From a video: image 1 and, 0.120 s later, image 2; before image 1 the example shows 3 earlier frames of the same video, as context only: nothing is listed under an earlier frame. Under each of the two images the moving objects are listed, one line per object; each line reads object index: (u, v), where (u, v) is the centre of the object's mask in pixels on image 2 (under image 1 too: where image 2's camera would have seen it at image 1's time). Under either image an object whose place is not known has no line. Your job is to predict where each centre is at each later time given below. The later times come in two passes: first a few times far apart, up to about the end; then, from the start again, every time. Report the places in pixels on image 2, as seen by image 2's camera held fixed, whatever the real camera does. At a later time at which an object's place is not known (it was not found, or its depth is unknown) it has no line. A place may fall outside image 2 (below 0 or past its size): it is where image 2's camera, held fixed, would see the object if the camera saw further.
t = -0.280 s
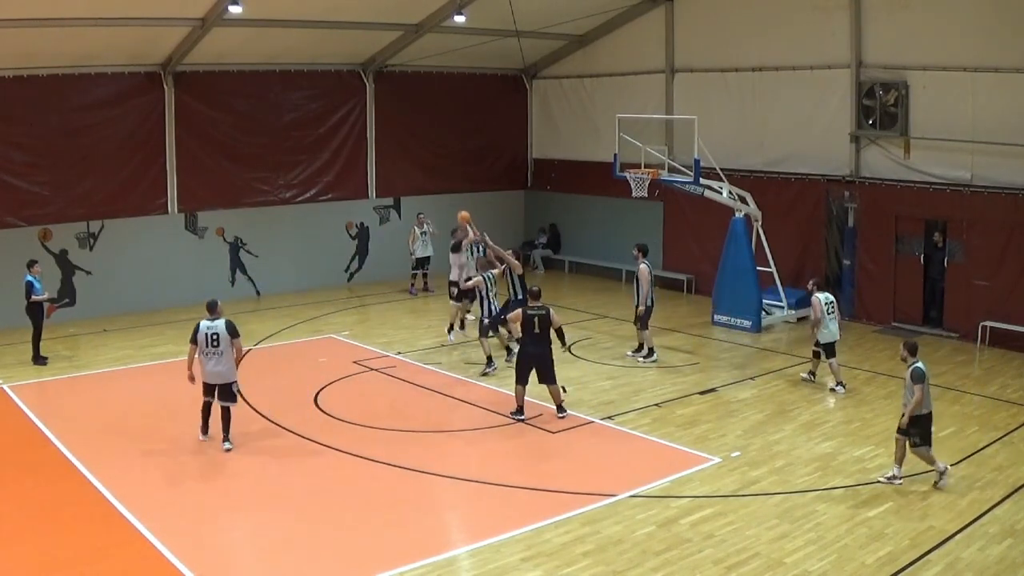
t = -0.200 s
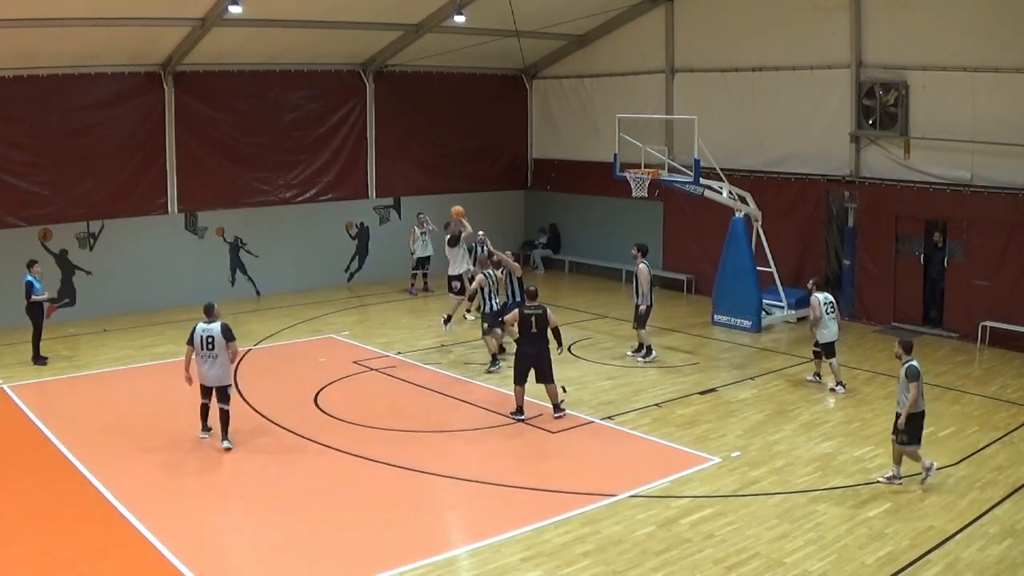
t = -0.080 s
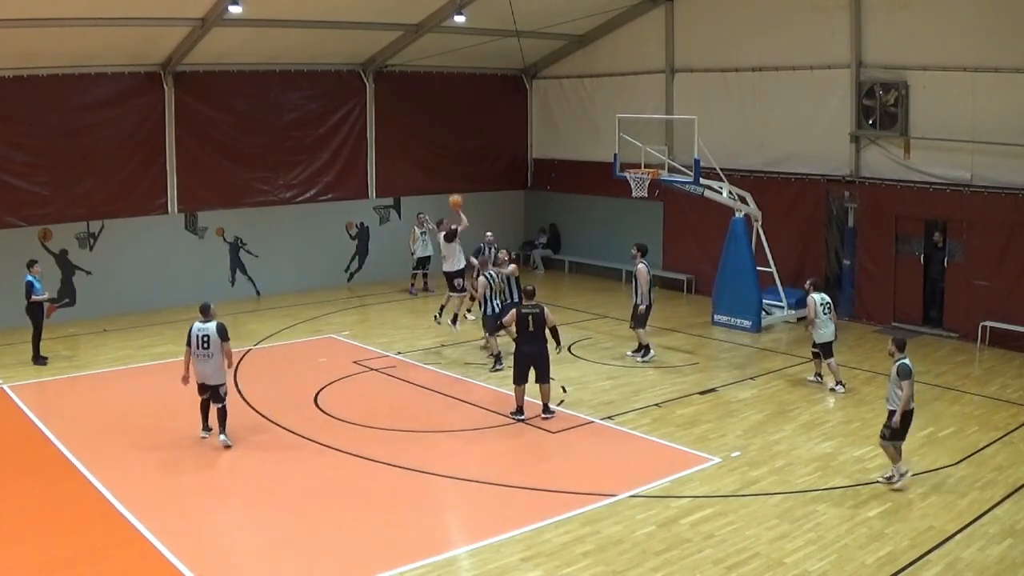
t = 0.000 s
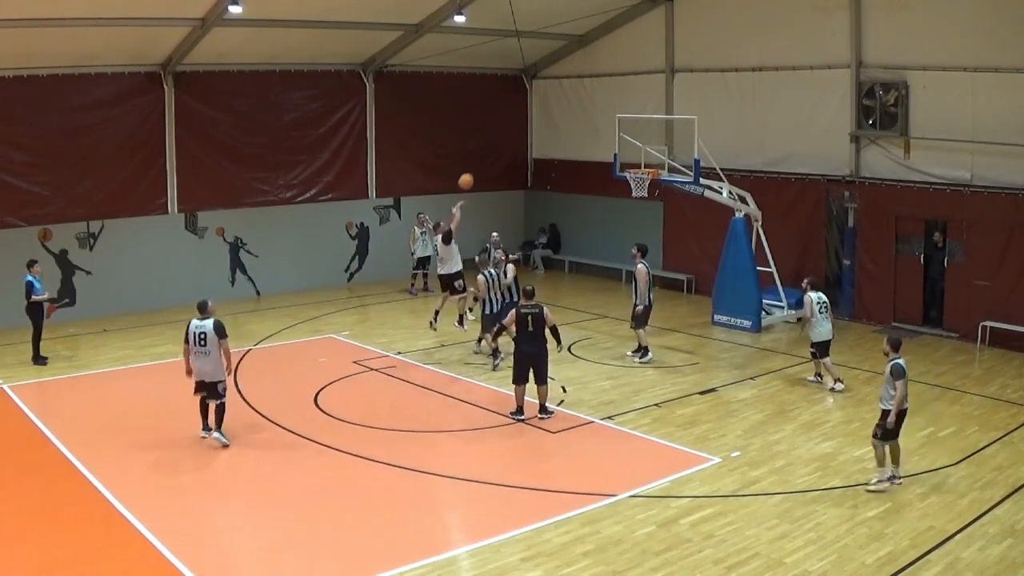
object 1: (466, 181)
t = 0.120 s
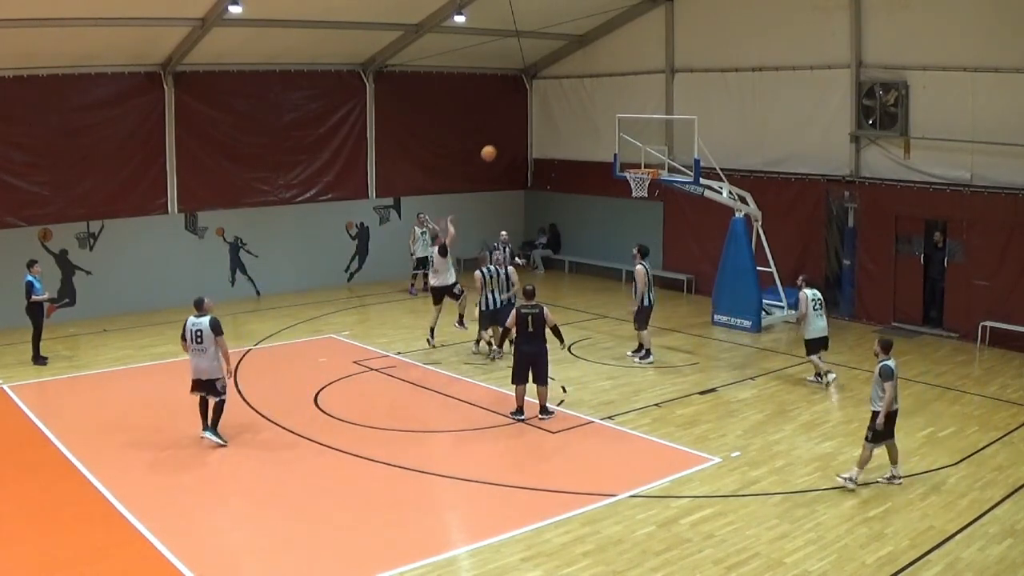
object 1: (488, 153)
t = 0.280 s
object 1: (518, 129)
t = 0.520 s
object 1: (562, 120)
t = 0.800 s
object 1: (612, 150)
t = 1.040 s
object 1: (597, 156)
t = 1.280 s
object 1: (565, 171)
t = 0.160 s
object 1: (496, 145)
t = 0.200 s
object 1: (503, 139)
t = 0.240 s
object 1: (511, 133)
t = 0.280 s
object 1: (518, 129)
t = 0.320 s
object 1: (526, 125)
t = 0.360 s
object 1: (533, 121)
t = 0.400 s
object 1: (542, 120)
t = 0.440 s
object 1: (547, 119)
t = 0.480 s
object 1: (555, 119)
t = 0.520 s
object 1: (562, 120)
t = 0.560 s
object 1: (569, 121)
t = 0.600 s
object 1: (576, 124)
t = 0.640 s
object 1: (583, 128)
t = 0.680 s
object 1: (591, 133)
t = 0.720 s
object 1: (598, 138)
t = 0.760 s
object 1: (606, 145)
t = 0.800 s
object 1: (612, 150)
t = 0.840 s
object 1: (620, 161)
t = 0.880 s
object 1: (620, 164)
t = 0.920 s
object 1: (615, 160)
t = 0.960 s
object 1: (609, 158)
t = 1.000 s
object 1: (603, 157)
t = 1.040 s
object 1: (597, 156)
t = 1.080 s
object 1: (592, 157)
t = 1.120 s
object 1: (586, 158)
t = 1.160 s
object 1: (581, 160)
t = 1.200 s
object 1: (575, 163)
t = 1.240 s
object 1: (570, 167)
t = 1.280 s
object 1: (565, 171)
